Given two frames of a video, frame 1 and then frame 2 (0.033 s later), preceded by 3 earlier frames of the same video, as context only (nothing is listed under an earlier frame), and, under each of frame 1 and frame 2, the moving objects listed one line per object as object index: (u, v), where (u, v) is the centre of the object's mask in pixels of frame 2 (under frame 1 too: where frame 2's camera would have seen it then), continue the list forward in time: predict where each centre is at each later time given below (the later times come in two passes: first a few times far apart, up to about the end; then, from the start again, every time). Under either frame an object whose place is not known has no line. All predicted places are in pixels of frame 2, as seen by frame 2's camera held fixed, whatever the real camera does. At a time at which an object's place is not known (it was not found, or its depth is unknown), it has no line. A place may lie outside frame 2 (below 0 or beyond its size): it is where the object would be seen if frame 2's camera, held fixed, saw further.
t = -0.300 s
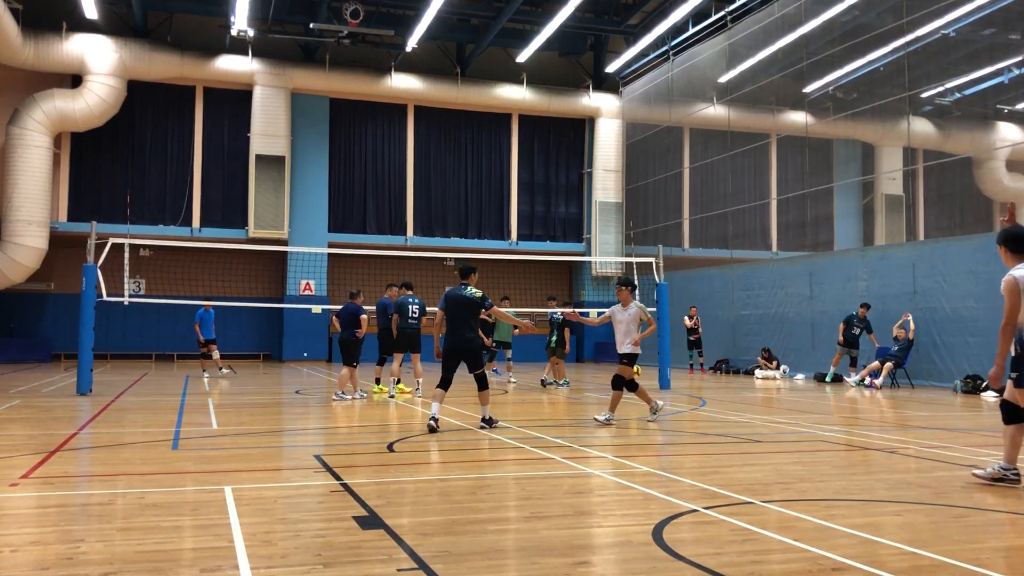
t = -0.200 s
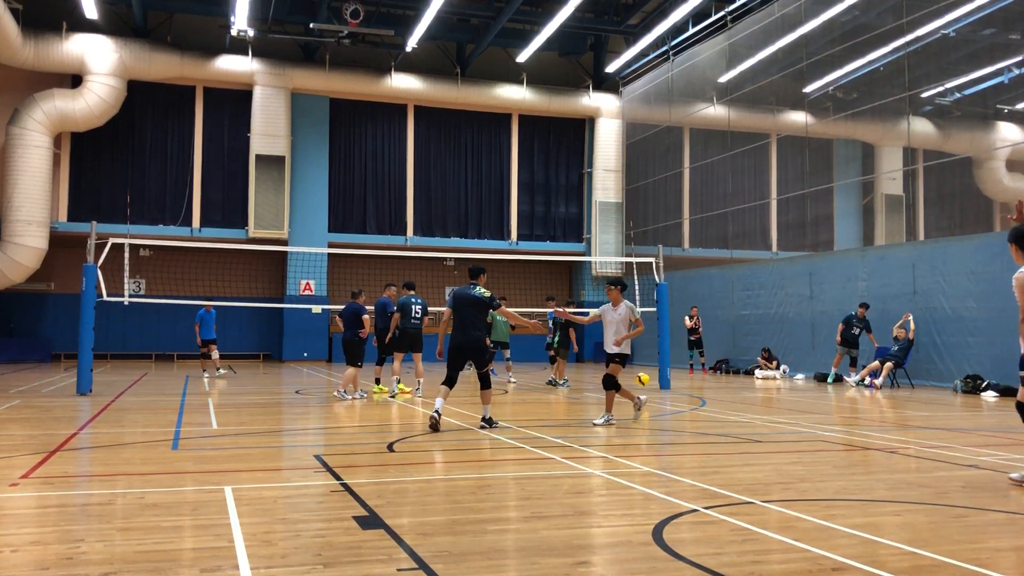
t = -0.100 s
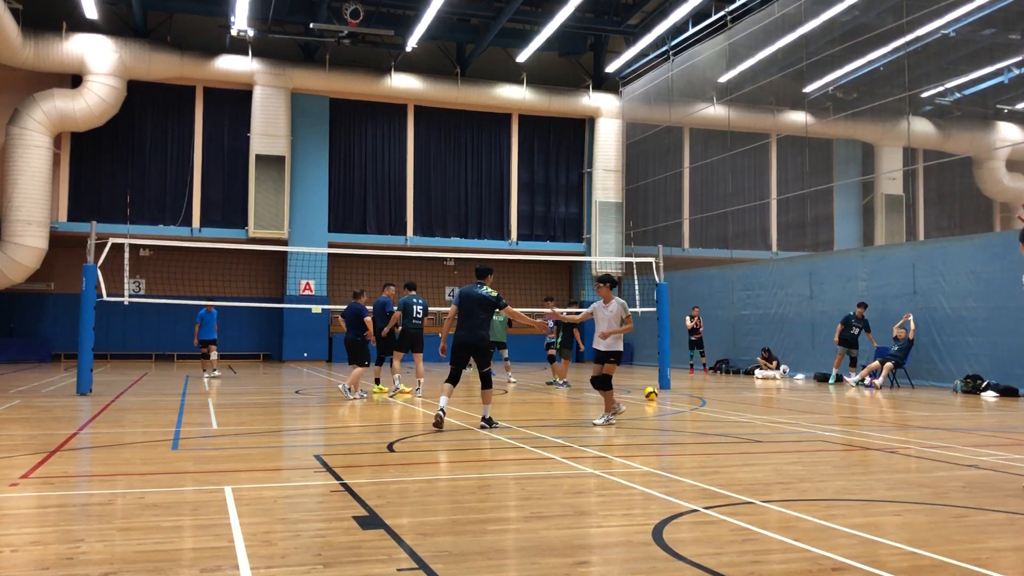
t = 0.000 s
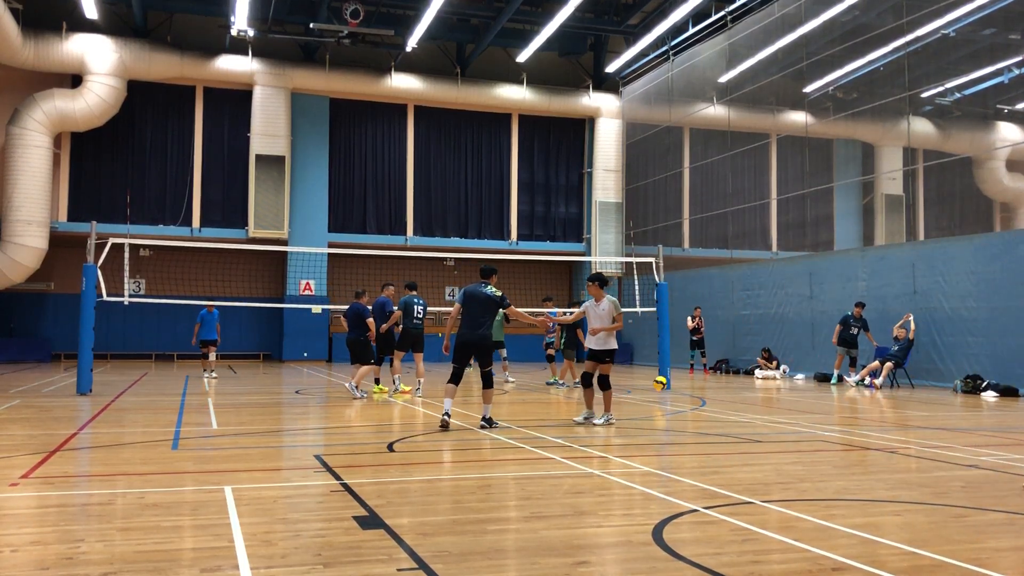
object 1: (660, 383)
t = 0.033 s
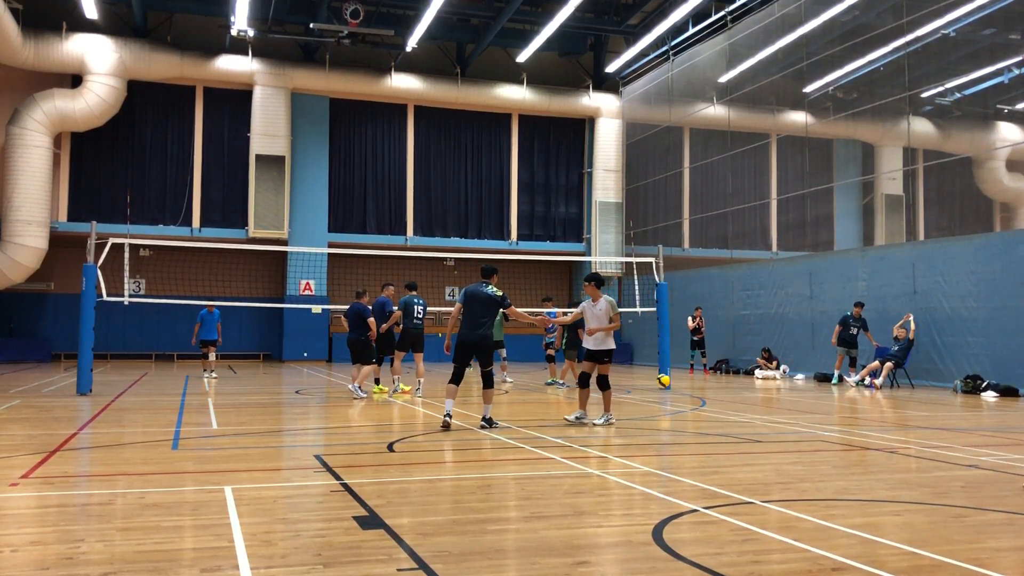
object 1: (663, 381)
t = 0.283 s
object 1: (687, 386)
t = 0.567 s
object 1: (716, 387)
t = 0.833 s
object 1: (745, 400)
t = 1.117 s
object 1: (778, 407)
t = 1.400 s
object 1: (813, 408)
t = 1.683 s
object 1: (850, 414)
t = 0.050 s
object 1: (665, 380)
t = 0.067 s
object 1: (666, 379)
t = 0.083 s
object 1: (668, 378)
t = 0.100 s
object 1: (669, 378)
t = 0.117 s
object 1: (671, 378)
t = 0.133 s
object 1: (672, 378)
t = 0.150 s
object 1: (674, 378)
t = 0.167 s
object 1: (675, 378)
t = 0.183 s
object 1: (677, 379)
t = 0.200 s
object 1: (679, 380)
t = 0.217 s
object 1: (680, 381)
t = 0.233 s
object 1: (682, 382)
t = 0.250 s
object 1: (684, 383)
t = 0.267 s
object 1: (685, 385)
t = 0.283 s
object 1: (687, 386)
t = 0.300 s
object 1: (689, 388)
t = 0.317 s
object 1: (691, 390)
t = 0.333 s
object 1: (692, 392)
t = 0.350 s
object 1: (694, 395)
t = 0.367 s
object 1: (696, 398)
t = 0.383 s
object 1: (697, 399)
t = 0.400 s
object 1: (699, 396)
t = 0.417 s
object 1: (700, 394)
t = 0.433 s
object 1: (702, 392)
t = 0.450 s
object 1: (703, 392)
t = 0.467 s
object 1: (705, 390)
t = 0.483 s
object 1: (707, 390)
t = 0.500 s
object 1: (709, 389)
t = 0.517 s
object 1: (710, 388)
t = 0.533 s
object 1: (712, 387)
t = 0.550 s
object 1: (714, 387)
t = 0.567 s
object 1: (716, 387)
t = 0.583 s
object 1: (718, 386)
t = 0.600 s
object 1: (719, 387)
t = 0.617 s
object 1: (721, 388)
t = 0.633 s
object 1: (723, 389)
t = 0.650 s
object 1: (725, 389)
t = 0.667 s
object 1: (727, 391)
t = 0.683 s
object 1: (728, 392)
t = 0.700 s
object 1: (730, 393)
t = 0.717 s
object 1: (732, 395)
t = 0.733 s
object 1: (733, 397)
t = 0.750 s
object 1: (735, 400)
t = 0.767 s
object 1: (738, 402)
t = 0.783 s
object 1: (739, 405)
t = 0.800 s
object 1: (741, 403)
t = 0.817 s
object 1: (743, 401)
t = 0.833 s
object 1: (745, 400)
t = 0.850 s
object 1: (747, 398)
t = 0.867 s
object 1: (748, 397)
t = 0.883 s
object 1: (750, 396)
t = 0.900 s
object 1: (752, 396)
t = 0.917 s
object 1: (754, 395)
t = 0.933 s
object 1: (756, 395)
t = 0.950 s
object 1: (758, 394)
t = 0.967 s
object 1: (760, 395)
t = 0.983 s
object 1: (761, 396)
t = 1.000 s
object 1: (764, 396)
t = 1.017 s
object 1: (766, 397)
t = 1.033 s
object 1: (768, 398)
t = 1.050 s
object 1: (770, 399)
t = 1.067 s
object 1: (772, 400)
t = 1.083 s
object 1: (774, 402)
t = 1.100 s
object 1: (776, 404)
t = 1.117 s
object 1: (778, 407)
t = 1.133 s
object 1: (780, 409)
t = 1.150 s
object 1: (781, 409)
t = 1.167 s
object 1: (784, 407)
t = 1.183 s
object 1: (786, 406)
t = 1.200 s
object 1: (788, 404)
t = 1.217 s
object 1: (790, 403)
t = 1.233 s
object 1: (791, 403)
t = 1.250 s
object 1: (793, 402)
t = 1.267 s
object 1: (795, 402)
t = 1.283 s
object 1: (798, 402)
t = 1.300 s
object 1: (800, 403)
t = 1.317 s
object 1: (802, 403)
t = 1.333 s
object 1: (804, 403)
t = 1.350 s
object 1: (806, 404)
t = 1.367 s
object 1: (809, 405)
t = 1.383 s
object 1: (811, 407)
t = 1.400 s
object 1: (813, 408)
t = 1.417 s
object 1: (815, 410)
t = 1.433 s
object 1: (817, 413)
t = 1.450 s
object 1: (819, 414)
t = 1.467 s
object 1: (821, 413)
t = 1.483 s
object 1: (823, 412)
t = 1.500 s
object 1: (825, 410)
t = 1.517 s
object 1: (827, 409)
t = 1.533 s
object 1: (830, 409)
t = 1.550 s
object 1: (832, 409)
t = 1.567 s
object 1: (834, 409)
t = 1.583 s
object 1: (837, 409)
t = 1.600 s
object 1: (839, 409)
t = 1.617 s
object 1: (841, 410)
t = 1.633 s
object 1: (843, 410)
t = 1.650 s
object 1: (845, 411)
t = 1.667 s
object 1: (848, 413)
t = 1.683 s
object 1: (850, 414)
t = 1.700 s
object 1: (852, 416)
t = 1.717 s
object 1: (855, 418)
